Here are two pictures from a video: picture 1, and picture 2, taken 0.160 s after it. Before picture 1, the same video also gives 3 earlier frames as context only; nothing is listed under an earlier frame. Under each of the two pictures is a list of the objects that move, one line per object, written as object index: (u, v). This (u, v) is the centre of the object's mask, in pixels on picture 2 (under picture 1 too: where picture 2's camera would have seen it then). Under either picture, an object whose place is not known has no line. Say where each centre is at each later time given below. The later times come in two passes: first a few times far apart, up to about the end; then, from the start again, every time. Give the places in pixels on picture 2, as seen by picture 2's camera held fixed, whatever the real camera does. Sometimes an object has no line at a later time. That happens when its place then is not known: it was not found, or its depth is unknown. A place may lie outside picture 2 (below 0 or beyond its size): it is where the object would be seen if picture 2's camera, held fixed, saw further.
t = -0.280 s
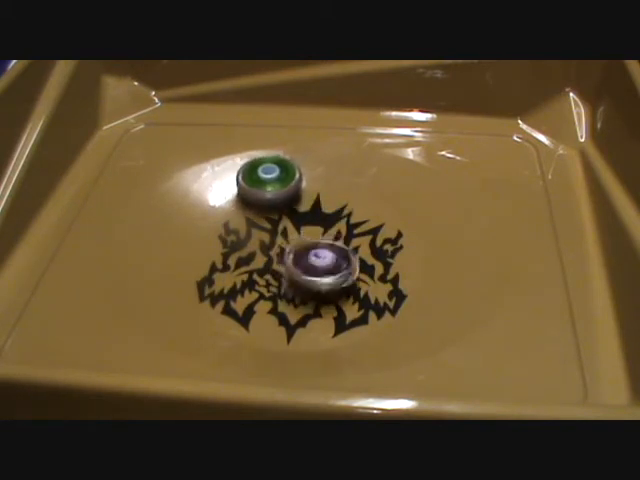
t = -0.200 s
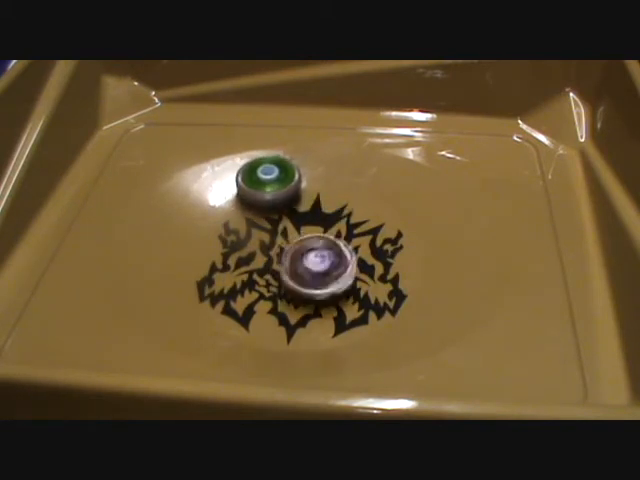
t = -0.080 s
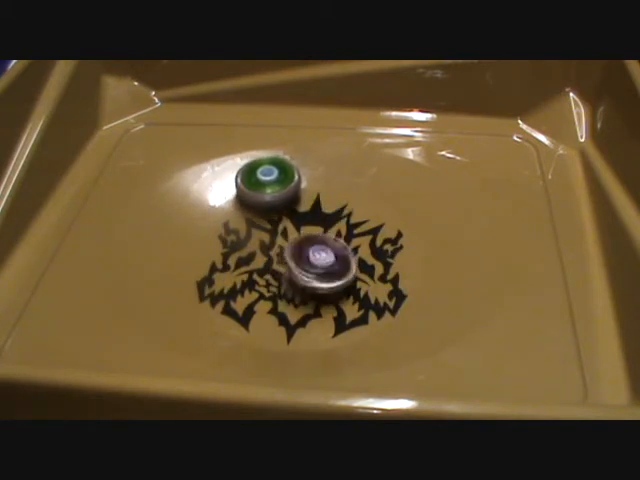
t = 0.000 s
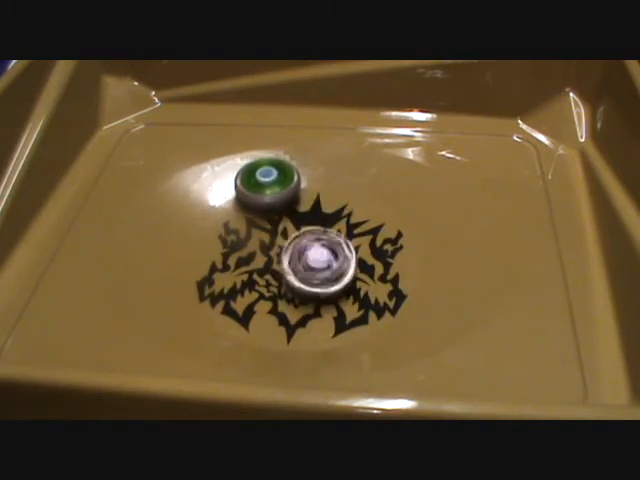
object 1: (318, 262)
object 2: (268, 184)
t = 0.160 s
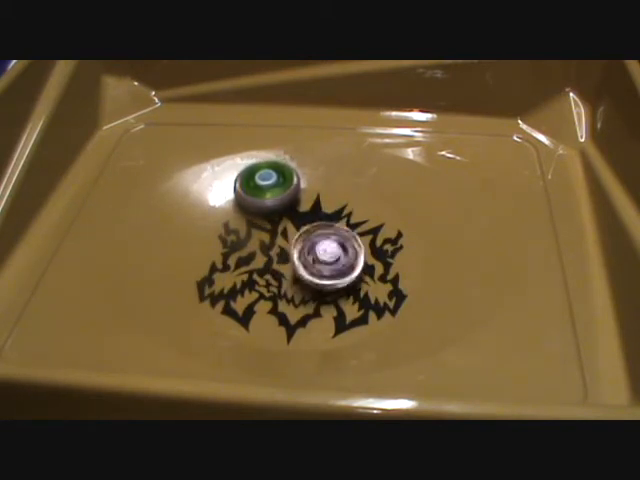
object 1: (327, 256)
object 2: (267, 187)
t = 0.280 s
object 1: (334, 252)
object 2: (266, 190)
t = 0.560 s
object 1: (346, 246)
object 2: (265, 199)
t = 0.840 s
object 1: (348, 241)
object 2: (263, 212)
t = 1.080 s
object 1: (349, 235)
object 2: (258, 223)
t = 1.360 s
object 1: (347, 227)
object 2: (254, 235)
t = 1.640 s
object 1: (347, 221)
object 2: (250, 245)
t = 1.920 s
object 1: (347, 218)
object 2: (246, 248)
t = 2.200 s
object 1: (335, 218)
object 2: (246, 248)
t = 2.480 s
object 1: (347, 223)
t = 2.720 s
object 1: (326, 222)
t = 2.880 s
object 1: (328, 221)
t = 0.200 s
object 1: (328, 255)
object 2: (267, 188)
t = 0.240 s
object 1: (330, 253)
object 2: (266, 189)
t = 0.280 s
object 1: (334, 252)
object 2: (266, 190)
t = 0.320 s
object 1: (339, 251)
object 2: (266, 191)
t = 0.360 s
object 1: (340, 251)
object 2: (266, 192)
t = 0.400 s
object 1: (340, 250)
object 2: (266, 193)
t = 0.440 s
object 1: (343, 248)
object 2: (266, 195)
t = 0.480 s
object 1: (346, 247)
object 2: (265, 196)
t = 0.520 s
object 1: (347, 247)
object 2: (265, 197)
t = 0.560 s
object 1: (346, 246)
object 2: (265, 199)
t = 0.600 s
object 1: (346, 245)
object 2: (265, 200)
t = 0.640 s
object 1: (349, 243)
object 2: (265, 202)
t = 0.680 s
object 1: (351, 243)
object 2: (264, 204)
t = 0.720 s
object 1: (350, 244)
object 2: (264, 206)
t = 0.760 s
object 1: (348, 244)
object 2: (264, 207)
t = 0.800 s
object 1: (347, 242)
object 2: (263, 210)
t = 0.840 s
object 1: (348, 241)
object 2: (263, 212)
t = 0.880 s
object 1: (350, 240)
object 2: (262, 214)
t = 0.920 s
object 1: (351, 240)
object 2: (261, 216)
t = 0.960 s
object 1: (350, 240)
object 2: (260, 217)
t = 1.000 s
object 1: (348, 239)
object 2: (259, 219)
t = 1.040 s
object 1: (348, 237)
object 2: (259, 220)
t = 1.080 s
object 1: (349, 235)
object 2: (258, 223)
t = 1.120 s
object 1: (349, 235)
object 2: (259, 225)
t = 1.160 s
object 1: (349, 235)
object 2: (258, 227)
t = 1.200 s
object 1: (348, 233)
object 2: (257, 229)
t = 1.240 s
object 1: (347, 231)
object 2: (256, 231)
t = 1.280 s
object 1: (348, 230)
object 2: (256, 232)
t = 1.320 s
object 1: (348, 228)
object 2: (255, 234)
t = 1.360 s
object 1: (347, 227)
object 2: (254, 235)
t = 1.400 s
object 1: (347, 226)
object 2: (253, 237)
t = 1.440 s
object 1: (346, 225)
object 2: (253, 239)
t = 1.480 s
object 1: (345, 224)
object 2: (252, 240)
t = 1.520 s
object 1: (345, 222)
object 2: (251, 241)
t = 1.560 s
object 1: (345, 222)
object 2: (251, 243)
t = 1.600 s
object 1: (348, 222)
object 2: (250, 244)
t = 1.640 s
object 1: (347, 221)
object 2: (250, 245)
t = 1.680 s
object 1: (345, 221)
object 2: (249, 245)
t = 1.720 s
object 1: (343, 222)
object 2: (248, 246)
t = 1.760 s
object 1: (341, 221)
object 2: (248, 247)
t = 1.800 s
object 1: (342, 220)
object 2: (247, 247)
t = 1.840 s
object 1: (344, 217)
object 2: (247, 248)
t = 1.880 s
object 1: (347, 217)
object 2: (247, 248)
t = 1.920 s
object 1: (347, 218)
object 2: (246, 248)
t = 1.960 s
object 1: (349, 220)
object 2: (246, 248)
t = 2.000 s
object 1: (348, 221)
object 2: (246, 249)
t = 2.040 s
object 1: (345, 222)
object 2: (246, 249)
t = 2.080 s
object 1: (342, 223)
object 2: (246, 249)
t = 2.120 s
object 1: (338, 223)
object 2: (246, 249)
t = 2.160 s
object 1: (336, 222)
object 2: (246, 249)
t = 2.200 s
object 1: (335, 218)
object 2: (246, 248)
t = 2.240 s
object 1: (337, 215)
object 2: (246, 247)
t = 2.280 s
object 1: (341, 213)
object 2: (247, 247)
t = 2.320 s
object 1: (343, 214)
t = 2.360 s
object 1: (345, 215)
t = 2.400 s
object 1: (346, 218)
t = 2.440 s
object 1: (347, 221)
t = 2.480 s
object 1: (347, 223)
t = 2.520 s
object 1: (343, 224)
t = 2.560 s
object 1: (339, 225)
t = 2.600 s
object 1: (334, 225)
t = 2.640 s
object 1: (328, 224)
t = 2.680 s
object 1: (326, 222)
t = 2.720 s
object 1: (326, 222)
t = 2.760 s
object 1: (327, 222)
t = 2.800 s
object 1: (327, 222)
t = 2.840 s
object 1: (327, 221)
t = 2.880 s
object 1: (328, 221)
